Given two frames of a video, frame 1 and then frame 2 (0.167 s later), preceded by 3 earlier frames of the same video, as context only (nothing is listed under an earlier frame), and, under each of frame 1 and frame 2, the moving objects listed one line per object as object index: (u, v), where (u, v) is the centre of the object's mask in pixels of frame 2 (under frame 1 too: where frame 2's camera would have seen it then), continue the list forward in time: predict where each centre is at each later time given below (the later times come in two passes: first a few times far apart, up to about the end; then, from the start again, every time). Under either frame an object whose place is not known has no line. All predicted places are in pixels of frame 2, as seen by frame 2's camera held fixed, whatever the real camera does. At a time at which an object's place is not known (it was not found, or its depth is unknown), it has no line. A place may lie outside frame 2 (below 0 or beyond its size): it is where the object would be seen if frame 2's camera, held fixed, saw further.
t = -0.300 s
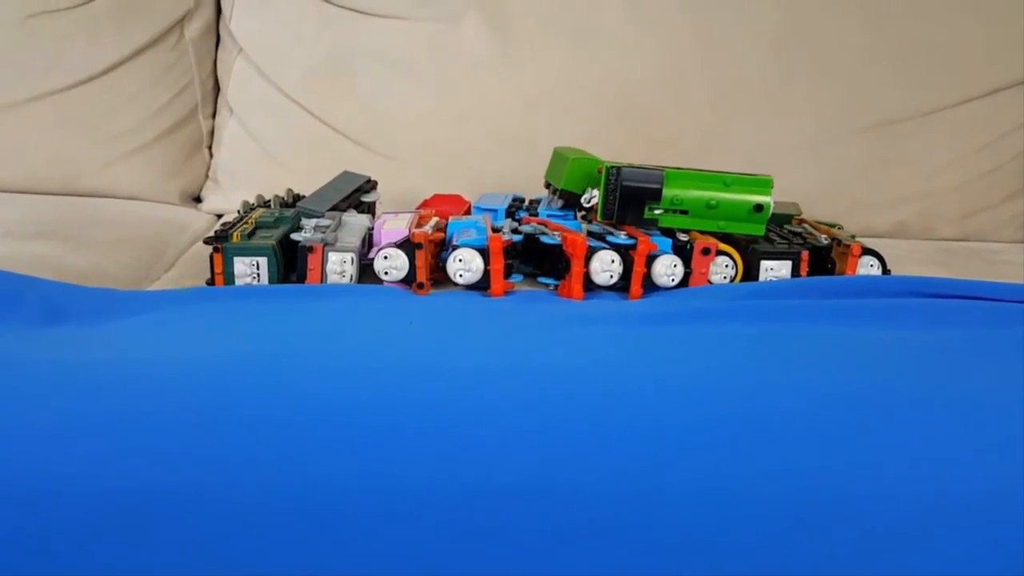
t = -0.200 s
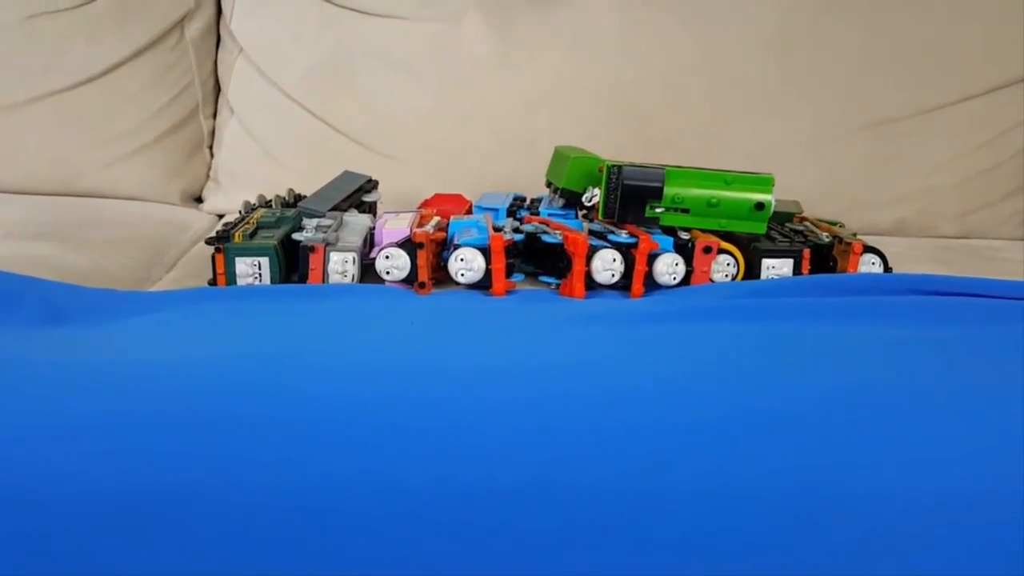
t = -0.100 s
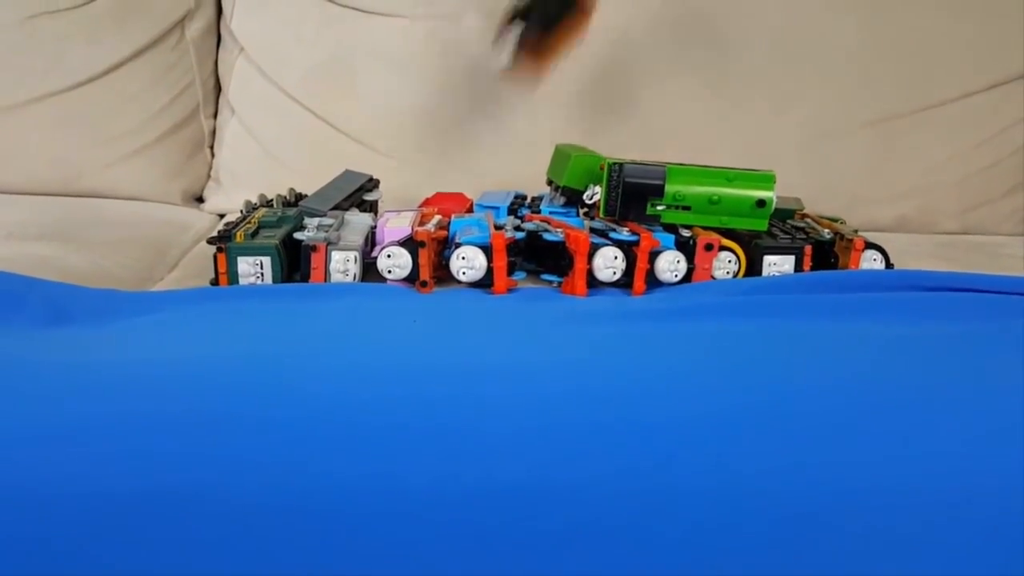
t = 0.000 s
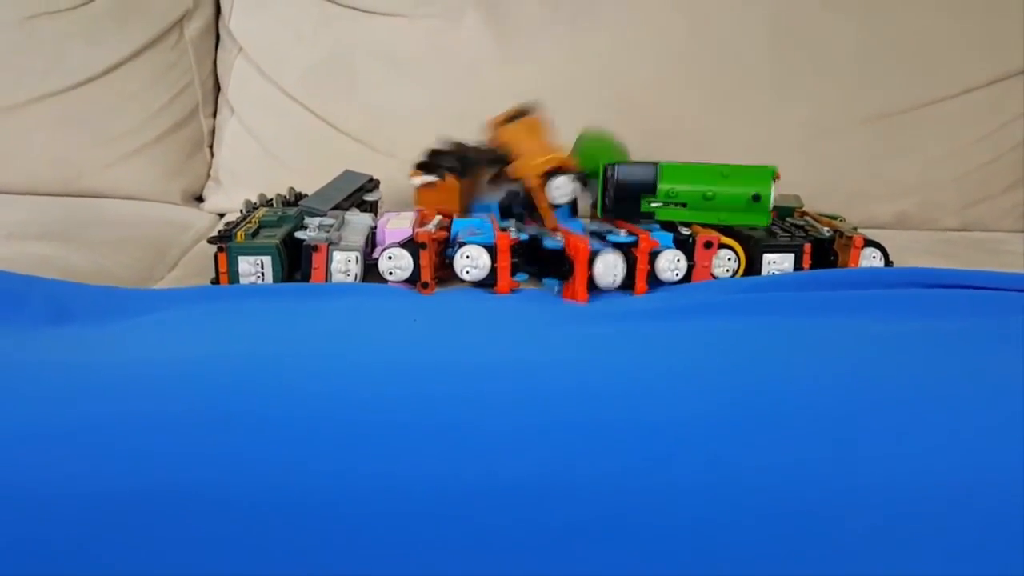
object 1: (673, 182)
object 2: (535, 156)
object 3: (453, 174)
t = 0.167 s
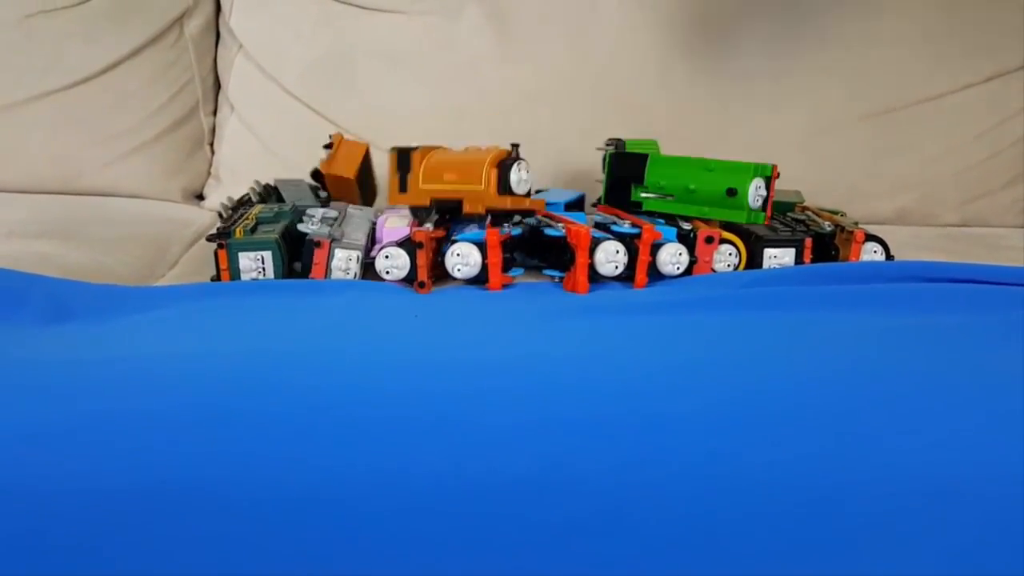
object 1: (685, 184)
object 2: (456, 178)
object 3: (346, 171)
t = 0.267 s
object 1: (686, 186)
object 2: (453, 181)
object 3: (326, 162)
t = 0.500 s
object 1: (685, 186)
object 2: (457, 179)
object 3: (272, 179)
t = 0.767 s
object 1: (685, 186)
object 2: (460, 177)
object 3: (210, 199)
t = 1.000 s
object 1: (684, 186)
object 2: (458, 177)
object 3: (207, 201)
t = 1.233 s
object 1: (684, 186)
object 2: (459, 177)
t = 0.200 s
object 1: (686, 184)
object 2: (455, 181)
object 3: (340, 172)
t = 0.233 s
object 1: (686, 184)
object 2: (454, 181)
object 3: (334, 164)
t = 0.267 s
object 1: (686, 186)
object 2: (453, 181)
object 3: (326, 162)
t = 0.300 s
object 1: (686, 186)
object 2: (453, 181)
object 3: (319, 166)
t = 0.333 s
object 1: (685, 186)
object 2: (453, 180)
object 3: (312, 165)
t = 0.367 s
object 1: (686, 186)
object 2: (458, 181)
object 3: (306, 165)
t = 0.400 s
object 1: (686, 186)
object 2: (457, 181)
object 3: (305, 167)
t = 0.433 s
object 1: (686, 186)
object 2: (457, 180)
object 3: (298, 169)
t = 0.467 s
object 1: (686, 186)
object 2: (457, 180)
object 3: (288, 174)
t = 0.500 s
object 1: (685, 186)
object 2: (457, 179)
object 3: (272, 179)
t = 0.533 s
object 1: (685, 186)
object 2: (458, 178)
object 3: (262, 180)
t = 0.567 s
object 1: (685, 186)
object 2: (459, 178)
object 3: (244, 185)
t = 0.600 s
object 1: (685, 186)
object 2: (461, 177)
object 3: (228, 196)
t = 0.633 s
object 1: (685, 186)
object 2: (460, 177)
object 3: (229, 191)
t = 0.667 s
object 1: (685, 186)
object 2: (460, 177)
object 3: (222, 194)
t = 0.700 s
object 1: (685, 186)
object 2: (459, 177)
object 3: (219, 193)
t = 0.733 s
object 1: (685, 186)
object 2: (460, 177)
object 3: (214, 196)
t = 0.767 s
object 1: (685, 186)
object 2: (460, 177)
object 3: (210, 199)
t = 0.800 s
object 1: (685, 186)
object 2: (459, 177)
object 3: (208, 199)
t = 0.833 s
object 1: (685, 186)
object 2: (459, 177)
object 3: (209, 197)
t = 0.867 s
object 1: (685, 186)
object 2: (459, 177)
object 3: (208, 198)
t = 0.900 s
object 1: (685, 186)
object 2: (459, 177)
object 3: (207, 200)
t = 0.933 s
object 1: (685, 186)
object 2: (458, 177)
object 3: (208, 200)
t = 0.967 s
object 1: (685, 186)
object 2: (459, 177)
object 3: (207, 200)
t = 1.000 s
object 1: (684, 186)
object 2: (458, 177)
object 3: (207, 201)
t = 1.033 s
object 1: (684, 186)
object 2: (458, 177)
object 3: (206, 200)
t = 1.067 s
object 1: (684, 186)
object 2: (458, 177)
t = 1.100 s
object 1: (684, 186)
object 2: (458, 177)
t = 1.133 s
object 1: (684, 186)
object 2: (458, 177)
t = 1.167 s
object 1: (684, 186)
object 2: (458, 177)
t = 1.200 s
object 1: (684, 186)
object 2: (458, 177)
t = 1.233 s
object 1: (684, 186)
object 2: (459, 177)
